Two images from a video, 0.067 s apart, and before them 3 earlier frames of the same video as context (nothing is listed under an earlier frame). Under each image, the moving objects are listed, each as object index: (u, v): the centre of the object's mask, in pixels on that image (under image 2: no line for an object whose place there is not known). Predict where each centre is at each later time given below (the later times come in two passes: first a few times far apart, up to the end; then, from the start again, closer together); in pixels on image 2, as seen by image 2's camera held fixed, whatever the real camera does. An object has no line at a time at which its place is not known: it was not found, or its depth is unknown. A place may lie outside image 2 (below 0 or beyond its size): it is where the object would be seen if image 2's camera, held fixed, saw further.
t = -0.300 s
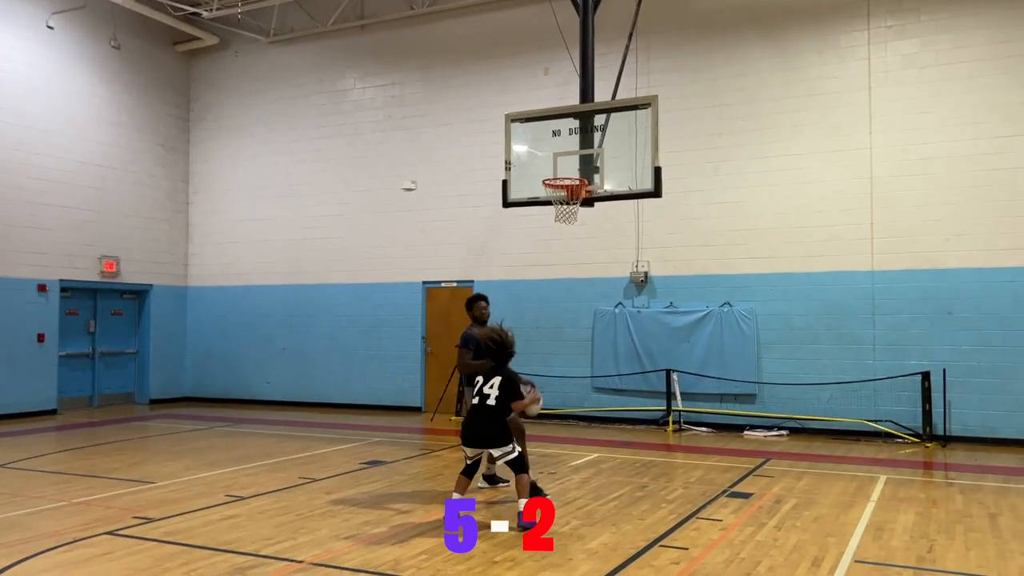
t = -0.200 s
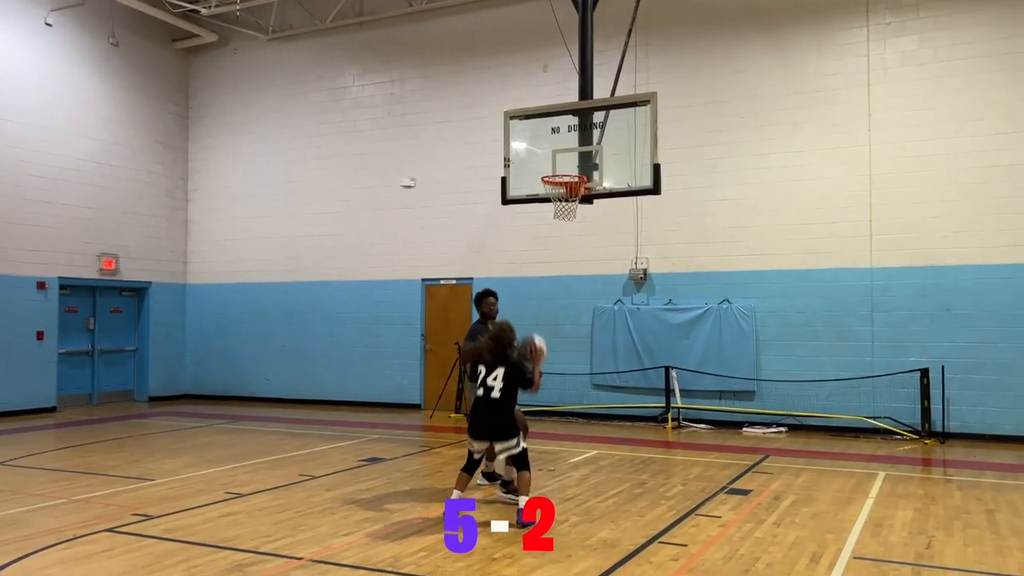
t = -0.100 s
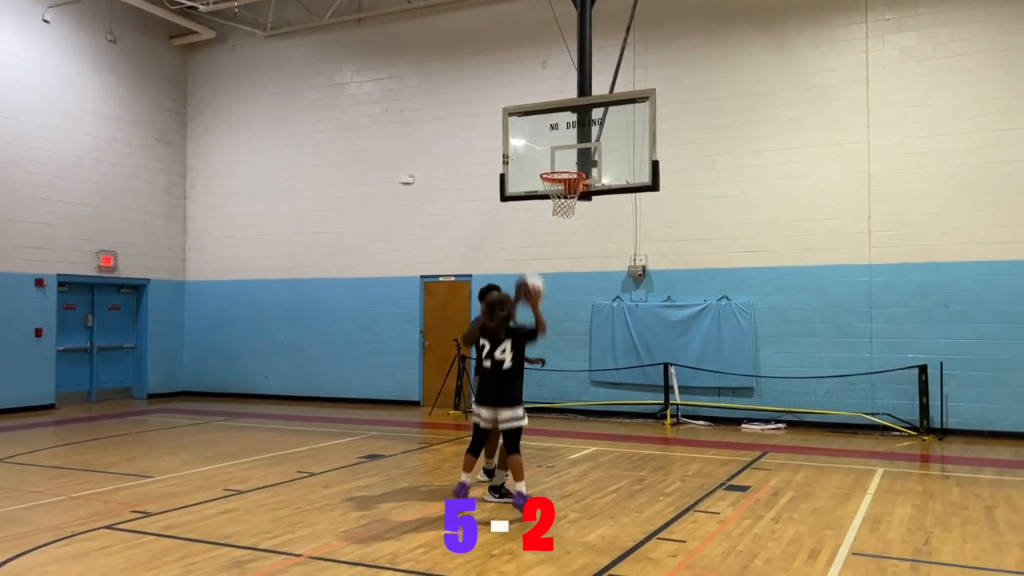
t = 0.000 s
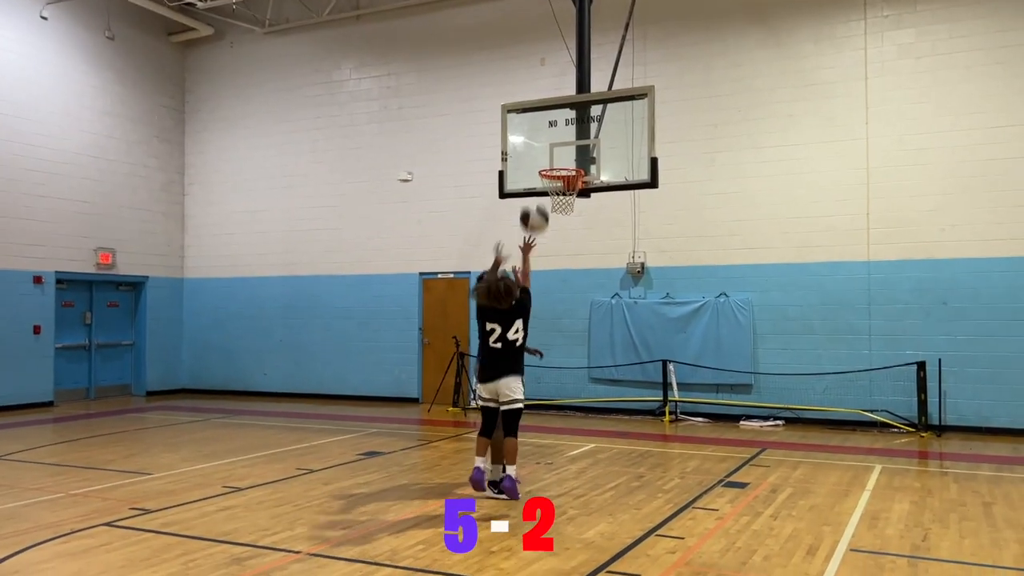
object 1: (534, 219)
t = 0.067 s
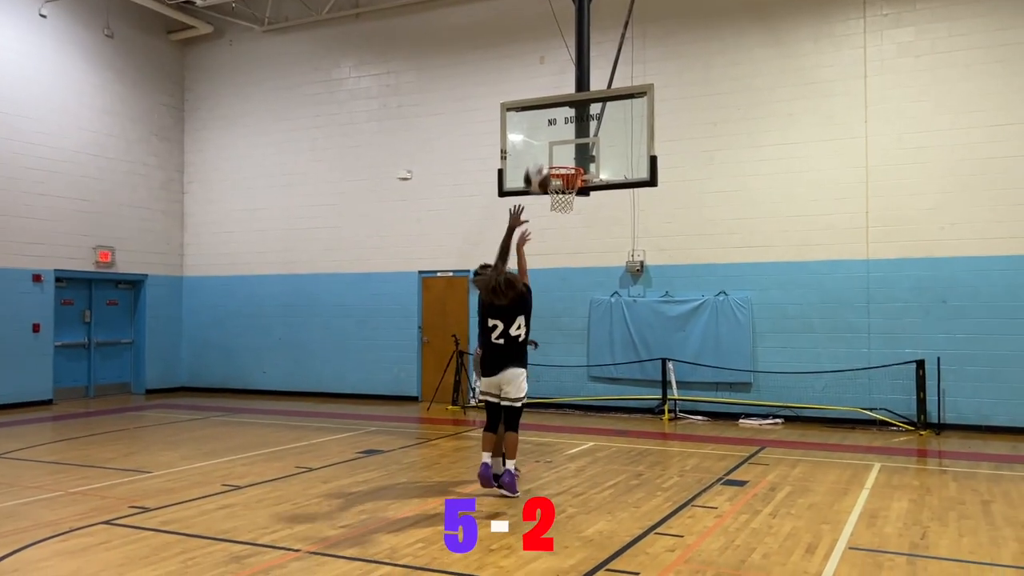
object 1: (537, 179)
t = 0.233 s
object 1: (547, 116)
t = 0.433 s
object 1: (557, 87)
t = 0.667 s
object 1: (567, 107)
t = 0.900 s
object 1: (576, 156)
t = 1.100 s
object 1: (574, 128)
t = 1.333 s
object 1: (570, 140)
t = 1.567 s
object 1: (554, 174)
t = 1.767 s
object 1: (570, 188)
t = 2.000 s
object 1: (569, 198)
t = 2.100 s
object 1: (568, 214)
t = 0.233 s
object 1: (547, 116)
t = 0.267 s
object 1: (549, 107)
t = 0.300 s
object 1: (550, 101)
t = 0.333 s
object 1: (552, 96)
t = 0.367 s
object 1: (554, 92)
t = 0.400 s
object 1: (555, 89)
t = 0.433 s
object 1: (557, 87)
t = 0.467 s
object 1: (559, 87)
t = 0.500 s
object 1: (560, 88)
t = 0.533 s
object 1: (562, 90)
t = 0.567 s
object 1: (563, 93)
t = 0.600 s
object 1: (564, 98)
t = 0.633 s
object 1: (566, 103)
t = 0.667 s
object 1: (567, 107)
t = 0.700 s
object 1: (568, 115)
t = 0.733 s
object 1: (570, 122)
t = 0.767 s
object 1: (570, 131)
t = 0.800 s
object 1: (572, 141)
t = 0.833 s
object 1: (573, 150)
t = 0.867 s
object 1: (575, 159)
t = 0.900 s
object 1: (576, 156)
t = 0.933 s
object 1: (577, 148)
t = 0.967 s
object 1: (577, 143)
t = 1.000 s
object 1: (576, 137)
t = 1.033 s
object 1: (575, 133)
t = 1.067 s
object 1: (575, 130)
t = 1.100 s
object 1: (574, 128)
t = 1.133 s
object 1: (574, 127)
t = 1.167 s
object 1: (573, 127)
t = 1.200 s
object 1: (572, 127)
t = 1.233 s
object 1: (572, 128)
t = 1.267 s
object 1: (571, 131)
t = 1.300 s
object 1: (571, 135)
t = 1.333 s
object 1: (570, 140)
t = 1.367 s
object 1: (569, 146)
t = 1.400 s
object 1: (569, 152)
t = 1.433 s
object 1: (568, 158)
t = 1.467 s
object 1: (565, 160)
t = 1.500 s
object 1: (563, 161)
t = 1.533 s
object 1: (557, 169)
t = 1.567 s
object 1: (554, 174)
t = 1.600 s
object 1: (555, 174)
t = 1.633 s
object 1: (560, 177)
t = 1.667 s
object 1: (563, 180)
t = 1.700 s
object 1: (565, 181)
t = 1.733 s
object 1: (568, 186)
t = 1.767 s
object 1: (570, 188)
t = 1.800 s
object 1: (571, 189)
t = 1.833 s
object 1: (572, 189)
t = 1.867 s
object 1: (573, 189)
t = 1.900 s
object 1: (573, 190)
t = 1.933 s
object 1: (571, 191)
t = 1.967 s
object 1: (571, 194)
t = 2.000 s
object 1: (569, 198)
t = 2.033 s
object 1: (568, 201)
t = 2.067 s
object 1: (568, 208)
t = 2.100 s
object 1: (568, 214)
